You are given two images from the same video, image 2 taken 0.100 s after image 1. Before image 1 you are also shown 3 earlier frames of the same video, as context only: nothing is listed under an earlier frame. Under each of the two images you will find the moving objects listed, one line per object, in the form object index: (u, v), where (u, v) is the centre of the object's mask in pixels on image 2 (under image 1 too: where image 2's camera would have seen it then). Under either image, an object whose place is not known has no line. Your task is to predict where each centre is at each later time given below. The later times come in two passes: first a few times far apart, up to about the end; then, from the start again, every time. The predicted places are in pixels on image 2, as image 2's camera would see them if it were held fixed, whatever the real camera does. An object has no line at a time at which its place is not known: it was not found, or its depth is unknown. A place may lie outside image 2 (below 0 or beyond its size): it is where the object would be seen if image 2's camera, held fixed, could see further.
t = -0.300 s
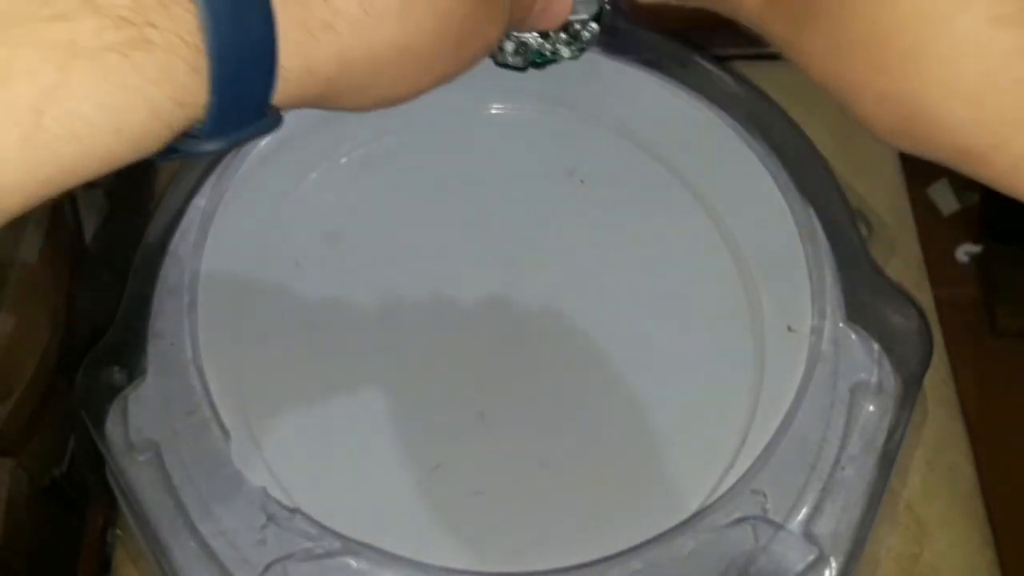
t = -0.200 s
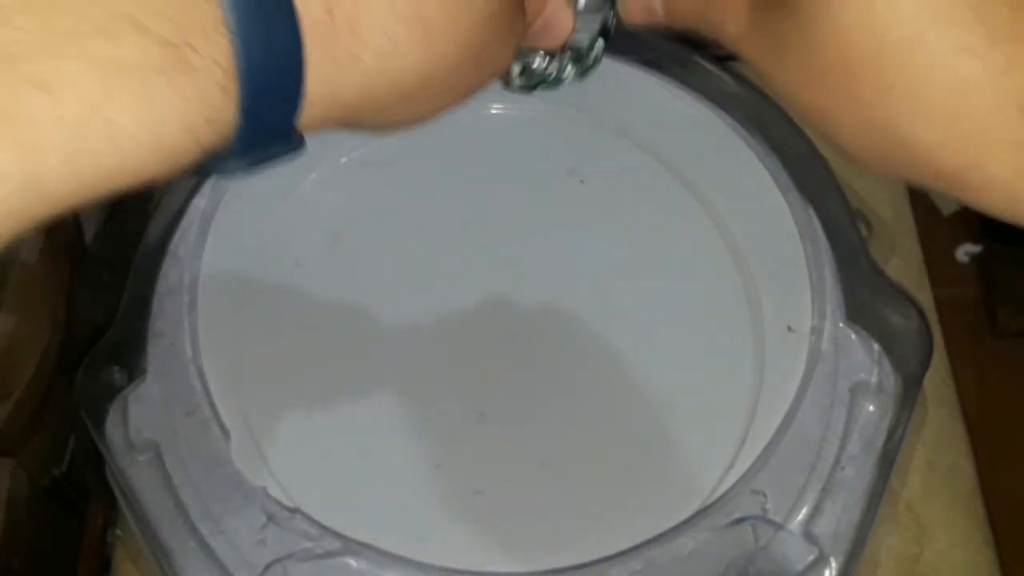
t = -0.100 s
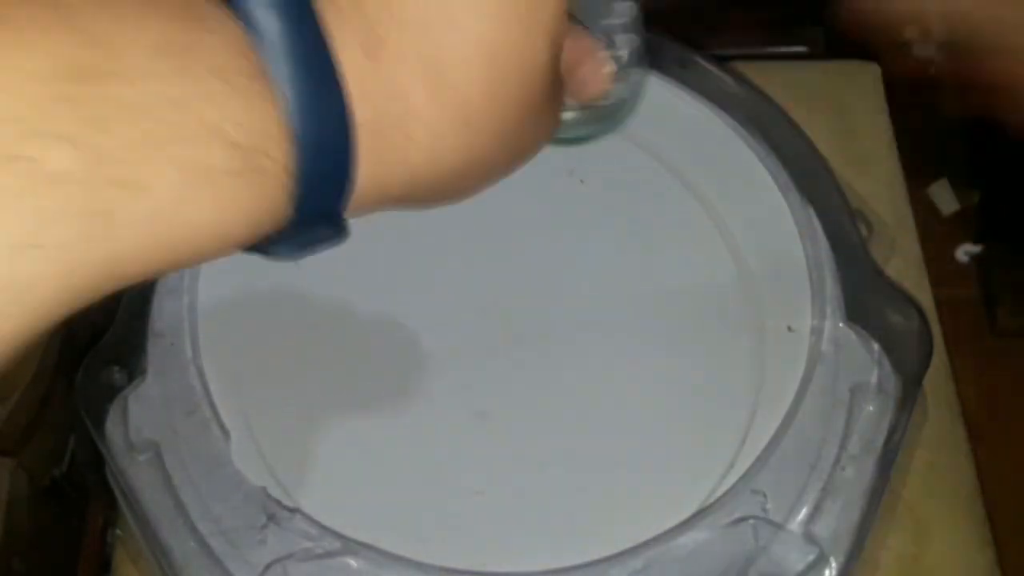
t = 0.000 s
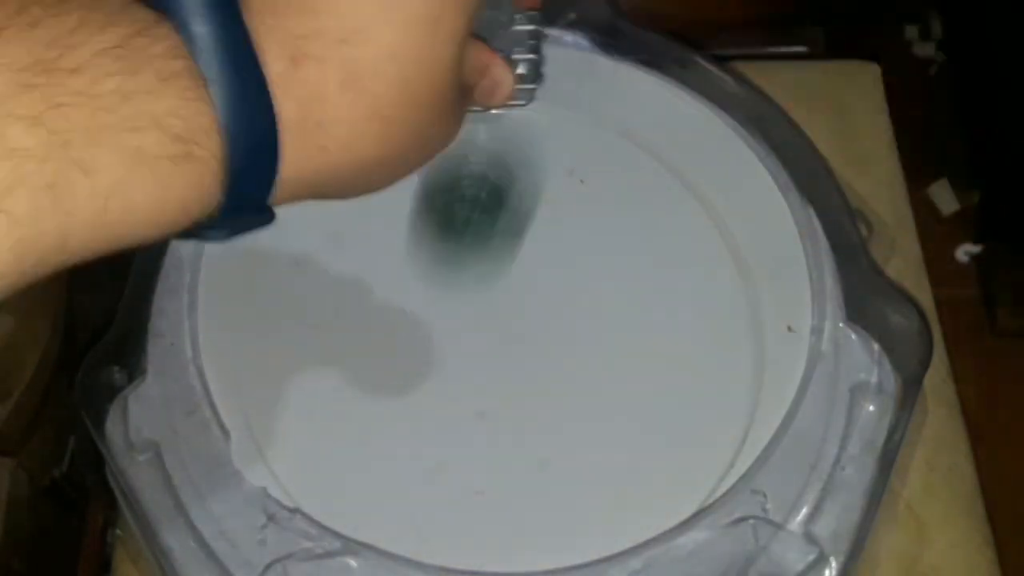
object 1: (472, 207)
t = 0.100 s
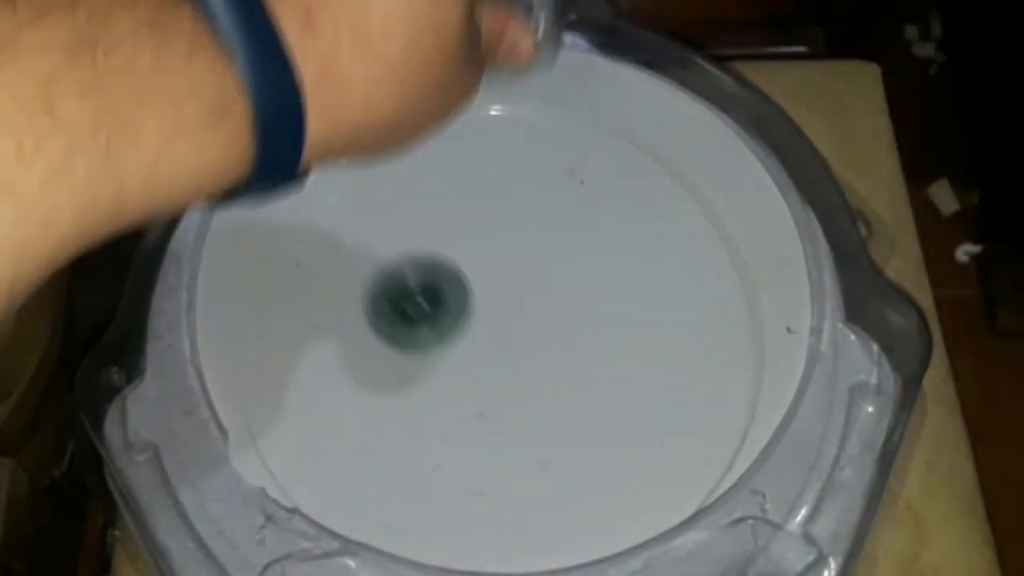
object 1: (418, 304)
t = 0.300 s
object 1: (383, 312)
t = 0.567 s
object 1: (397, 389)
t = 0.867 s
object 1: (451, 439)
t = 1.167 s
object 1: (518, 406)
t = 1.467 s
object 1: (550, 330)
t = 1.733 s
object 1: (523, 261)
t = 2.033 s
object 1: (463, 239)
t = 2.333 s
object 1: (445, 283)
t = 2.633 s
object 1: (508, 311)
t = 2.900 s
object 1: (558, 294)
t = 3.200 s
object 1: (540, 276)
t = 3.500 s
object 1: (517, 306)
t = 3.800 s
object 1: (523, 343)
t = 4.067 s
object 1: (529, 355)
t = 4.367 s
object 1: (523, 338)
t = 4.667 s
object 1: (484, 313)
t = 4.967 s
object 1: (458, 311)
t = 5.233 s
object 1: (471, 308)
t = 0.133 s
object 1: (405, 293)
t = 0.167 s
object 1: (394, 295)
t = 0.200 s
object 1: (386, 308)
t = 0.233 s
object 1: (383, 308)
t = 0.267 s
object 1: (382, 308)
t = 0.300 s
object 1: (383, 312)
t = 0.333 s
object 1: (385, 317)
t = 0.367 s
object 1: (387, 326)
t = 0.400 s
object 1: (388, 335)
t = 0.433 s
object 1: (389, 347)
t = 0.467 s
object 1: (390, 358)
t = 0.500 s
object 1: (392, 369)
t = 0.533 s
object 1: (394, 380)
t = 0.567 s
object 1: (397, 389)
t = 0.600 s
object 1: (401, 399)
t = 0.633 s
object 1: (405, 406)
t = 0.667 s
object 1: (410, 413)
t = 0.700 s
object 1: (416, 419)
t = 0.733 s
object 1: (422, 426)
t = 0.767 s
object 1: (428, 430)
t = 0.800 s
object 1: (435, 434)
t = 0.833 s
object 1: (443, 437)
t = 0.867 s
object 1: (451, 439)
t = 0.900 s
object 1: (460, 439)
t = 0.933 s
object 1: (468, 438)
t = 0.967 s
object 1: (476, 436)
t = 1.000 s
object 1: (485, 434)
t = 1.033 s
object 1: (492, 430)
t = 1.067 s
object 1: (500, 424)
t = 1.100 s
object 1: (506, 419)
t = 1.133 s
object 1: (512, 412)
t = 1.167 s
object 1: (518, 406)
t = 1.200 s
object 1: (524, 399)
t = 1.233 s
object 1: (529, 391)
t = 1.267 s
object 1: (534, 382)
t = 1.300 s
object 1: (538, 374)
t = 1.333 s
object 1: (543, 366)
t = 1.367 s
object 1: (546, 357)
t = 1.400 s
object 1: (547, 348)
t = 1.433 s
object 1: (549, 339)
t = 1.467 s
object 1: (550, 330)
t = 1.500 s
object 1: (550, 320)
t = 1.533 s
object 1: (549, 311)
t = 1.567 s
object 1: (547, 302)
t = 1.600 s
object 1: (545, 293)
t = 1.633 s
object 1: (541, 284)
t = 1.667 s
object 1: (536, 276)
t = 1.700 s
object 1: (530, 268)
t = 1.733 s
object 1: (523, 261)
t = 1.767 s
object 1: (516, 254)
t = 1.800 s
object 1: (509, 249)
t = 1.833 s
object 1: (502, 245)
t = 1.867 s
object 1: (496, 241)
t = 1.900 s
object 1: (489, 239)
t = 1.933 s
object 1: (482, 237)
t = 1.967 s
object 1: (475, 237)
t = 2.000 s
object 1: (469, 237)
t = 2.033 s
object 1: (463, 239)
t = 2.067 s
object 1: (457, 241)
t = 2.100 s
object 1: (451, 244)
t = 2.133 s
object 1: (446, 248)
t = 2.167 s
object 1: (442, 252)
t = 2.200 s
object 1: (439, 258)
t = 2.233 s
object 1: (439, 264)
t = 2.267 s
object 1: (439, 271)
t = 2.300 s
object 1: (442, 278)
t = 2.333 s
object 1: (445, 283)
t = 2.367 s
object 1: (450, 290)
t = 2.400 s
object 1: (456, 295)
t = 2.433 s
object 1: (462, 299)
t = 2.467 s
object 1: (470, 302)
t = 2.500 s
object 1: (477, 306)
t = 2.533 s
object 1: (485, 309)
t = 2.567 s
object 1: (493, 310)
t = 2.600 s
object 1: (500, 311)
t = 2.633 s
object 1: (508, 311)
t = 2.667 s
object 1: (516, 312)
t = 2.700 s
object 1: (524, 311)
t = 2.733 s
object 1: (532, 310)
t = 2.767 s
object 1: (540, 307)
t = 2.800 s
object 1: (546, 305)
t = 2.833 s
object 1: (552, 302)
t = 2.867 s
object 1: (556, 299)
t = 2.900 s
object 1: (558, 294)
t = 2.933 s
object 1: (560, 291)
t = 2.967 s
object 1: (561, 287)
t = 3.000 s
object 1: (560, 284)
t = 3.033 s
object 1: (558, 280)
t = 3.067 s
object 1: (556, 278)
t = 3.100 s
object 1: (553, 276)
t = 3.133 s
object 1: (549, 275)
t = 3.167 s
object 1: (544, 275)
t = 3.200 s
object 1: (540, 276)
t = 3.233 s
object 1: (536, 279)
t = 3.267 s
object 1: (532, 281)
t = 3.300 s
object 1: (528, 283)
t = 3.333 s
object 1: (525, 287)
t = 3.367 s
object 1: (521, 290)
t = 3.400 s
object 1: (519, 295)
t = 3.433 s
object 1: (518, 298)
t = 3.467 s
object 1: (517, 303)
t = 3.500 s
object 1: (517, 306)
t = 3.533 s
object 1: (517, 311)
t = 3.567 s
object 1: (516, 314)
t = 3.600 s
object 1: (517, 320)
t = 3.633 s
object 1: (517, 324)
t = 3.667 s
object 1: (518, 330)
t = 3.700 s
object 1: (519, 333)
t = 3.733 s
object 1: (520, 337)
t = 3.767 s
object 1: (521, 340)
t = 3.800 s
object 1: (523, 343)
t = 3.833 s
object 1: (524, 346)
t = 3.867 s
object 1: (525, 347)
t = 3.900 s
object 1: (526, 351)
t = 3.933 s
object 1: (527, 352)
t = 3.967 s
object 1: (528, 354)
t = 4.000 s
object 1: (528, 354)
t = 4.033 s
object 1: (528, 355)
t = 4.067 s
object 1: (529, 355)
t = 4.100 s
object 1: (529, 354)
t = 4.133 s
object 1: (529, 354)
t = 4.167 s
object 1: (530, 353)
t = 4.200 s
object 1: (530, 351)
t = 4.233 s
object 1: (529, 349)
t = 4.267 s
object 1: (529, 347)
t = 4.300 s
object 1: (528, 345)
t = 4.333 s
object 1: (526, 341)
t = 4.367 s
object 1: (523, 338)
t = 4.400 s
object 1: (519, 333)
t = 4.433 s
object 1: (515, 329)
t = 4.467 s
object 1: (511, 327)
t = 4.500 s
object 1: (506, 323)
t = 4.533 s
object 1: (501, 321)
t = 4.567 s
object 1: (497, 319)
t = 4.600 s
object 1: (492, 317)
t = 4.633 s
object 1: (488, 314)
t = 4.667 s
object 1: (484, 313)
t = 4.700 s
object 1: (479, 312)
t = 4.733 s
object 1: (475, 311)
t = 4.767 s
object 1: (471, 310)
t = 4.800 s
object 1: (468, 310)
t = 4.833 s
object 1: (465, 310)
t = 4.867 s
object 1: (462, 310)
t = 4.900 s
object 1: (460, 310)
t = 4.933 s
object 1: (459, 311)
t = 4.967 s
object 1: (458, 311)
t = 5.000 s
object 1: (457, 311)
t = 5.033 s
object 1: (458, 310)
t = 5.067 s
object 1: (460, 309)
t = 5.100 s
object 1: (461, 309)
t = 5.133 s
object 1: (463, 310)
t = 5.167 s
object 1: (465, 310)
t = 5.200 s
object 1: (468, 308)
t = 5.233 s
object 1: (471, 308)
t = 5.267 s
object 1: (474, 305)
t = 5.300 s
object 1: (477, 303)
